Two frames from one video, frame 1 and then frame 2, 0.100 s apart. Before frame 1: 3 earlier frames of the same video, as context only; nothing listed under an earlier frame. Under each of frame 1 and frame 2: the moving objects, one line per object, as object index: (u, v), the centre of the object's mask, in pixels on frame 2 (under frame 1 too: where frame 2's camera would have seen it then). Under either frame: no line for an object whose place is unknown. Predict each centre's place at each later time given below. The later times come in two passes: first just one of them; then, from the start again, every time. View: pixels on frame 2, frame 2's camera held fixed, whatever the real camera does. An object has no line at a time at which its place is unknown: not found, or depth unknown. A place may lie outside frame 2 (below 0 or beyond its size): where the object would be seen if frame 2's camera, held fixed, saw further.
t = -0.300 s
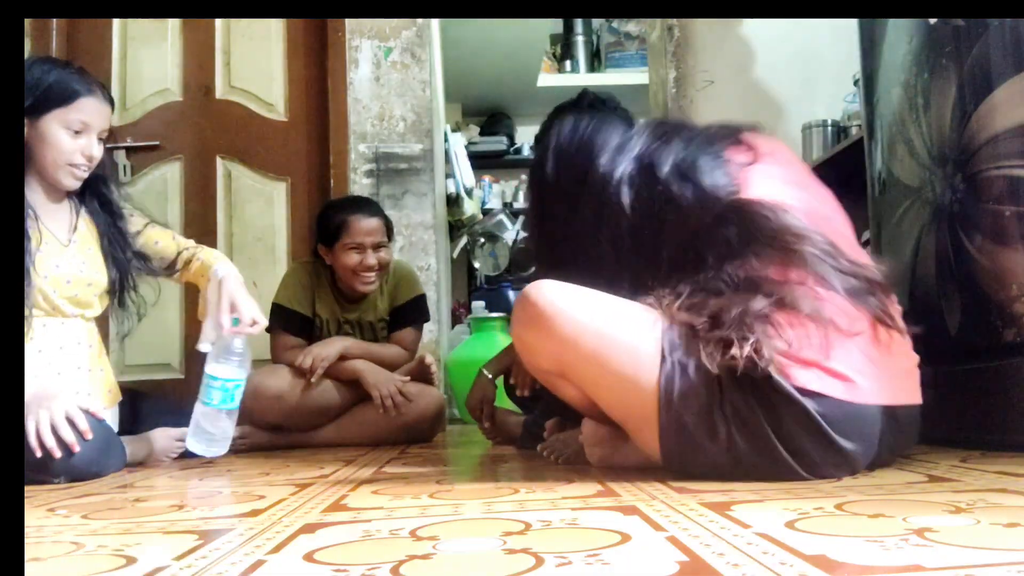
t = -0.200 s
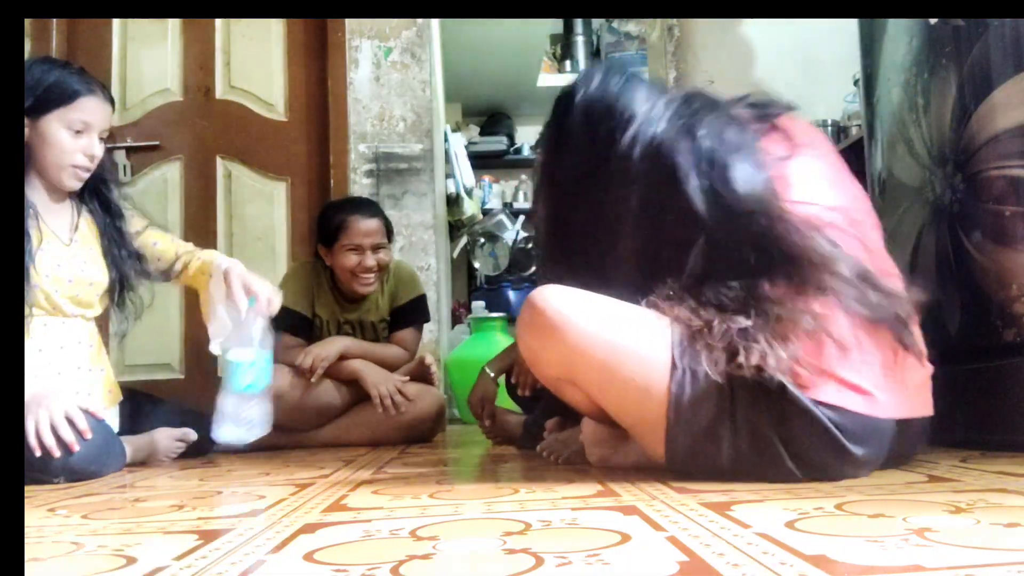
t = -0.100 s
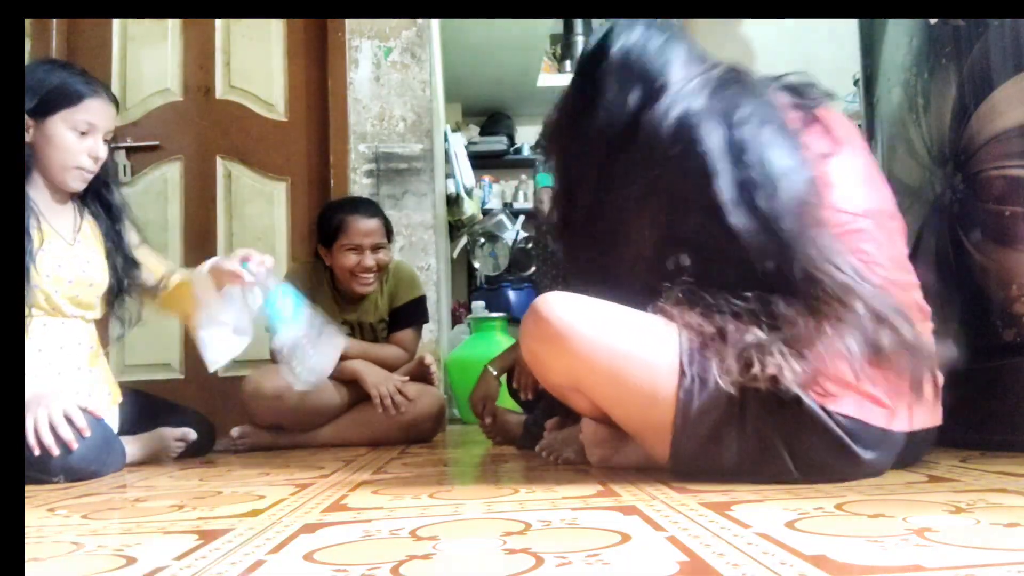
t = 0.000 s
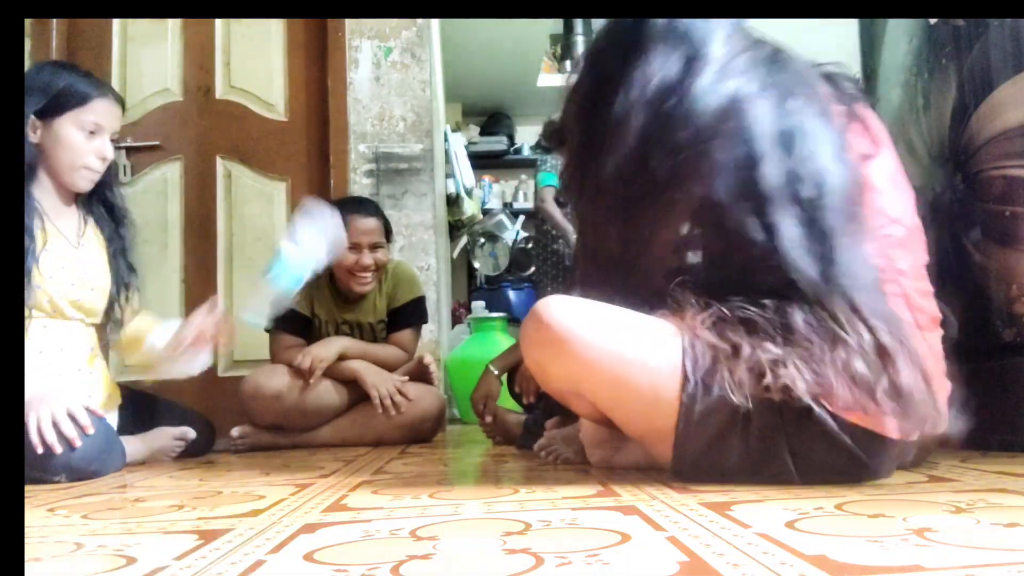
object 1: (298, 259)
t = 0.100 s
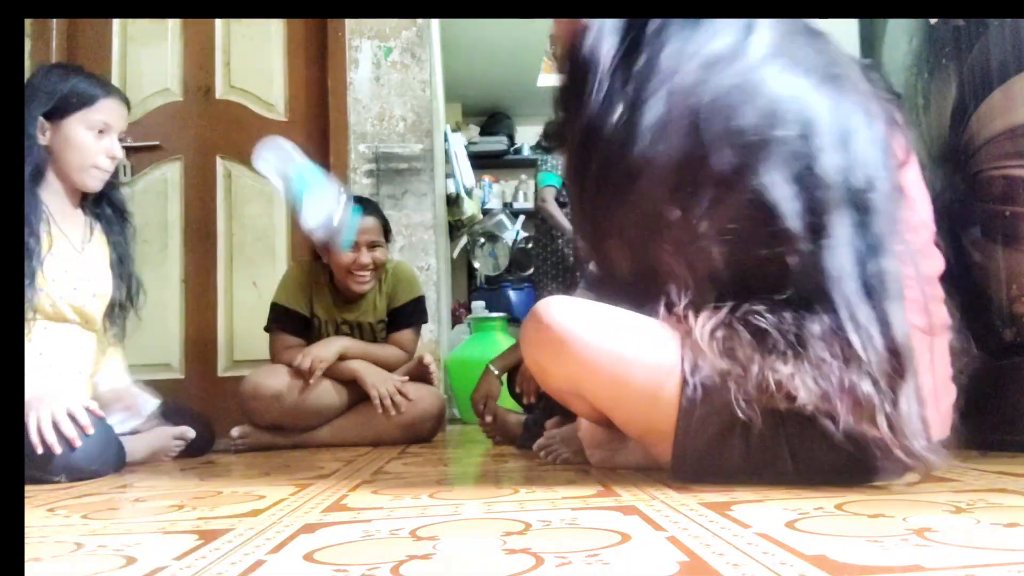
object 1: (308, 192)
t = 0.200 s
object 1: (285, 149)
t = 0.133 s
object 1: (305, 170)
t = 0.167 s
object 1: (296, 155)
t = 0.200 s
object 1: (285, 149)
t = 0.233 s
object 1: (272, 151)
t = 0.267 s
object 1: (263, 161)
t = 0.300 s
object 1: (254, 177)
